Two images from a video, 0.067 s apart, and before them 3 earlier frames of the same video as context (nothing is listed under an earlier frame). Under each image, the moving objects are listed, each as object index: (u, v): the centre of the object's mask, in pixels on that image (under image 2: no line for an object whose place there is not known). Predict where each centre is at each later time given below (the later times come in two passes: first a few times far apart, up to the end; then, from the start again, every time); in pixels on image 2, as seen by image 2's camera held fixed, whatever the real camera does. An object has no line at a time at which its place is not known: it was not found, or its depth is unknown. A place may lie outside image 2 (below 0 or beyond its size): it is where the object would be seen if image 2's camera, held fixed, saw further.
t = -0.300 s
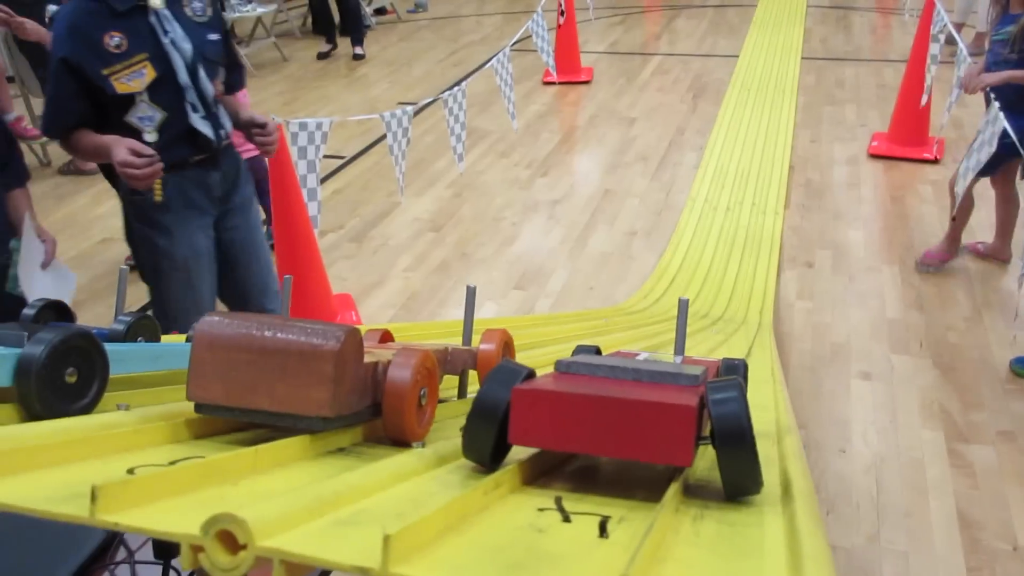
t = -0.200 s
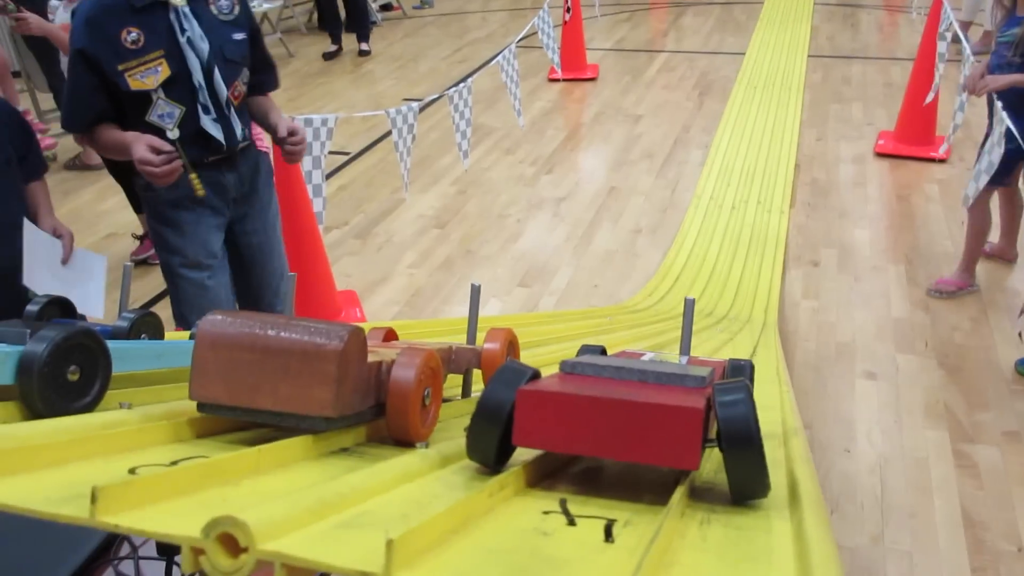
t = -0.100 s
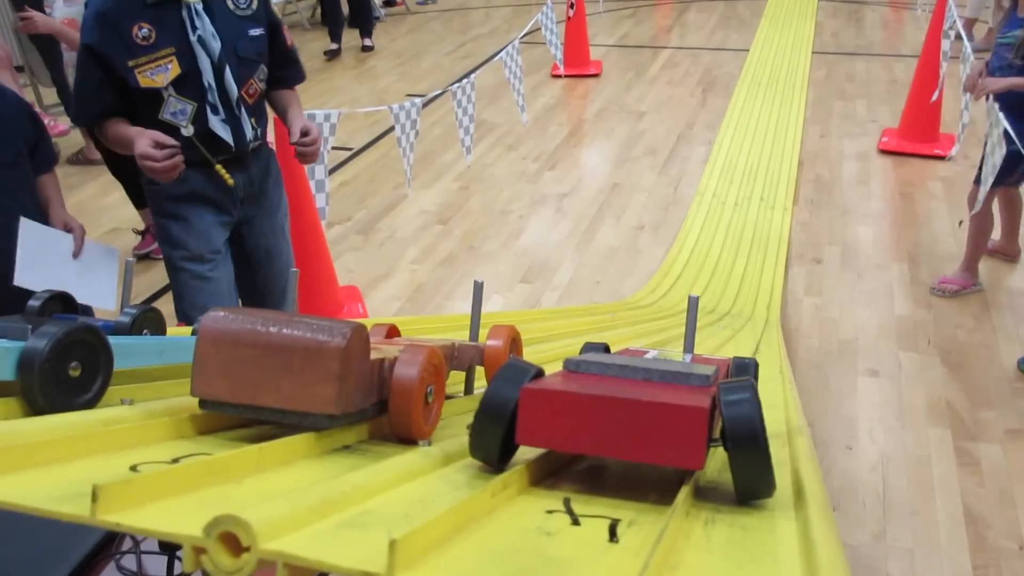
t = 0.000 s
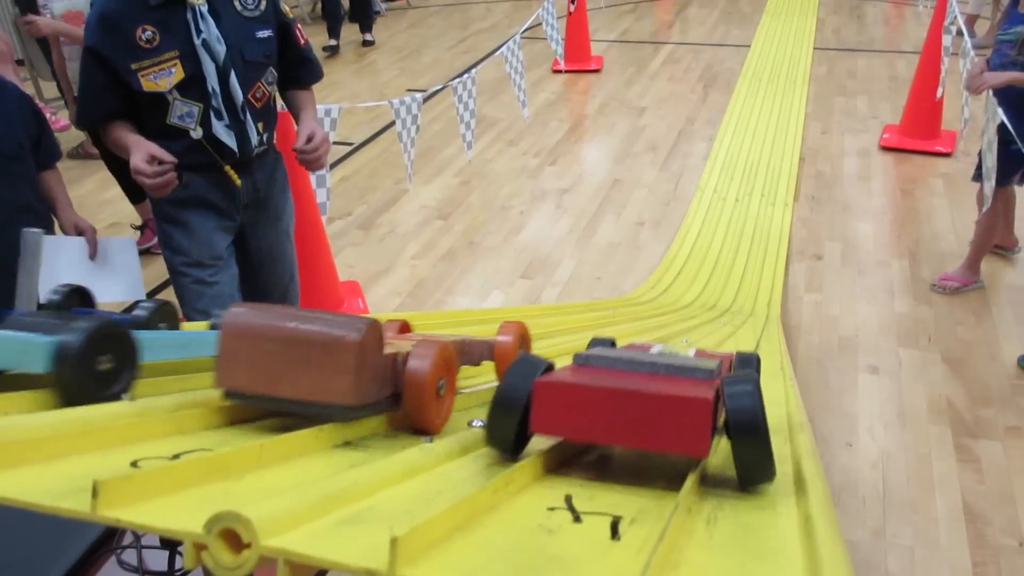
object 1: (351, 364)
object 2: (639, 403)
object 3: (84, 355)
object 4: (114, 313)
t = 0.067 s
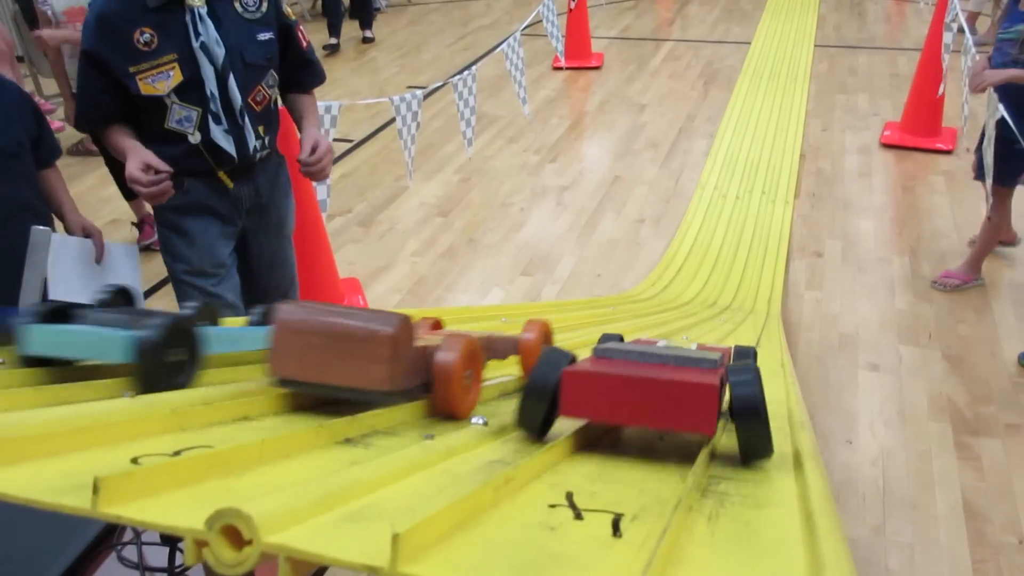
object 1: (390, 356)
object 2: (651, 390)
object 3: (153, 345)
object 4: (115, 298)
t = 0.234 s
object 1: (525, 342)
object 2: (695, 358)
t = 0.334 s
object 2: (719, 343)
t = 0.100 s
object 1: (420, 353)
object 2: (659, 383)
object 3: (196, 342)
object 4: (102, 308)
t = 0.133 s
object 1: (448, 351)
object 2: (667, 376)
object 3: (243, 340)
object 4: (85, 320)
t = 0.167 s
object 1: (475, 348)
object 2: (676, 369)
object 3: (288, 336)
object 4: (112, 317)
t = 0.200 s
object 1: (502, 345)
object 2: (686, 363)
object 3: (327, 334)
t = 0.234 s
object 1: (525, 342)
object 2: (695, 358)
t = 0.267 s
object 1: (546, 338)
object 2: (703, 352)
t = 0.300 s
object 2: (713, 347)
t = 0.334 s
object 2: (719, 343)
